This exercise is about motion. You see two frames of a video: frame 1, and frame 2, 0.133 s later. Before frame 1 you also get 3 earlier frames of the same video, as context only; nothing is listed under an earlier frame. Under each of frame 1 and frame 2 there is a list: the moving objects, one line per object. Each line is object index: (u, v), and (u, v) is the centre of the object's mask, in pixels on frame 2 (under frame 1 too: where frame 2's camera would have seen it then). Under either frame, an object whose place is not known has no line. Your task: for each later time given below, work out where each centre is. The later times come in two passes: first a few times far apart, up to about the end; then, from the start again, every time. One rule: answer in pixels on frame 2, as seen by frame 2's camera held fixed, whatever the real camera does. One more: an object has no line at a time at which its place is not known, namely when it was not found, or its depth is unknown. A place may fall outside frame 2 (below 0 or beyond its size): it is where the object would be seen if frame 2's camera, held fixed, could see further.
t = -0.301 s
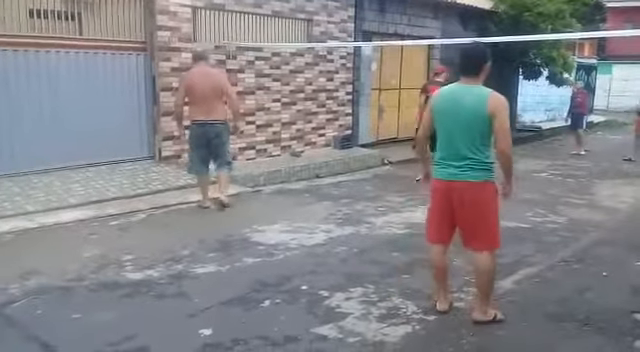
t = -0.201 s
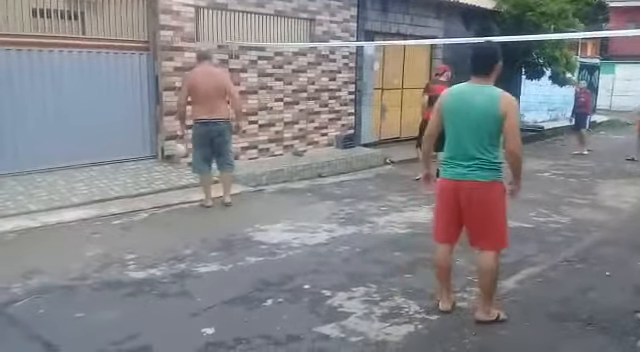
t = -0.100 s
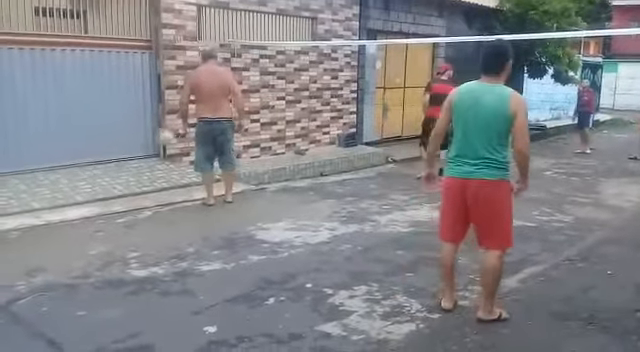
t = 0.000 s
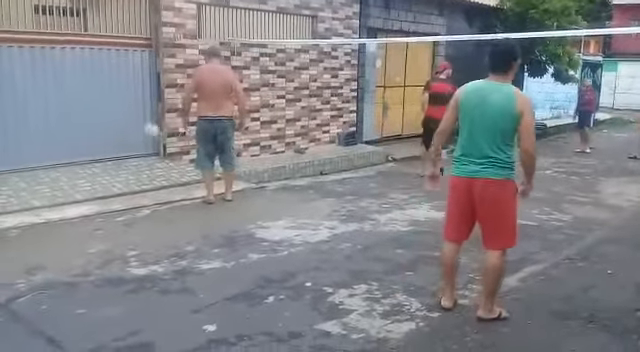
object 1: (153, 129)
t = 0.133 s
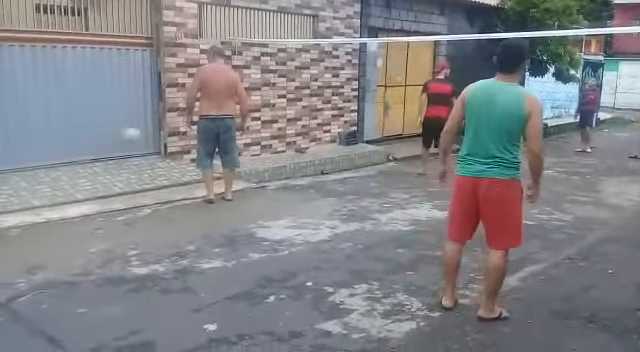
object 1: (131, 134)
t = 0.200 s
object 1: (122, 140)
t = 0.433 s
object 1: (89, 152)
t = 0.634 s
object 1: (64, 159)
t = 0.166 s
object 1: (126, 137)
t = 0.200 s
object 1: (122, 140)
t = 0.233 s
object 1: (118, 146)
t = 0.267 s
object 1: (111, 153)
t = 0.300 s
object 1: (104, 161)
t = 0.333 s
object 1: (102, 157)
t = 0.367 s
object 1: (98, 154)
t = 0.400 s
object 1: (93, 153)
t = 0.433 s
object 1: (89, 152)
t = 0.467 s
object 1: (85, 151)
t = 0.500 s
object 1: (82, 151)
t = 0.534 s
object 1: (77, 151)
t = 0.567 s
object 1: (73, 152)
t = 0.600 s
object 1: (67, 155)
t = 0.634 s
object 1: (64, 159)
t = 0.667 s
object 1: (60, 163)
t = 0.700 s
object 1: (54, 169)
